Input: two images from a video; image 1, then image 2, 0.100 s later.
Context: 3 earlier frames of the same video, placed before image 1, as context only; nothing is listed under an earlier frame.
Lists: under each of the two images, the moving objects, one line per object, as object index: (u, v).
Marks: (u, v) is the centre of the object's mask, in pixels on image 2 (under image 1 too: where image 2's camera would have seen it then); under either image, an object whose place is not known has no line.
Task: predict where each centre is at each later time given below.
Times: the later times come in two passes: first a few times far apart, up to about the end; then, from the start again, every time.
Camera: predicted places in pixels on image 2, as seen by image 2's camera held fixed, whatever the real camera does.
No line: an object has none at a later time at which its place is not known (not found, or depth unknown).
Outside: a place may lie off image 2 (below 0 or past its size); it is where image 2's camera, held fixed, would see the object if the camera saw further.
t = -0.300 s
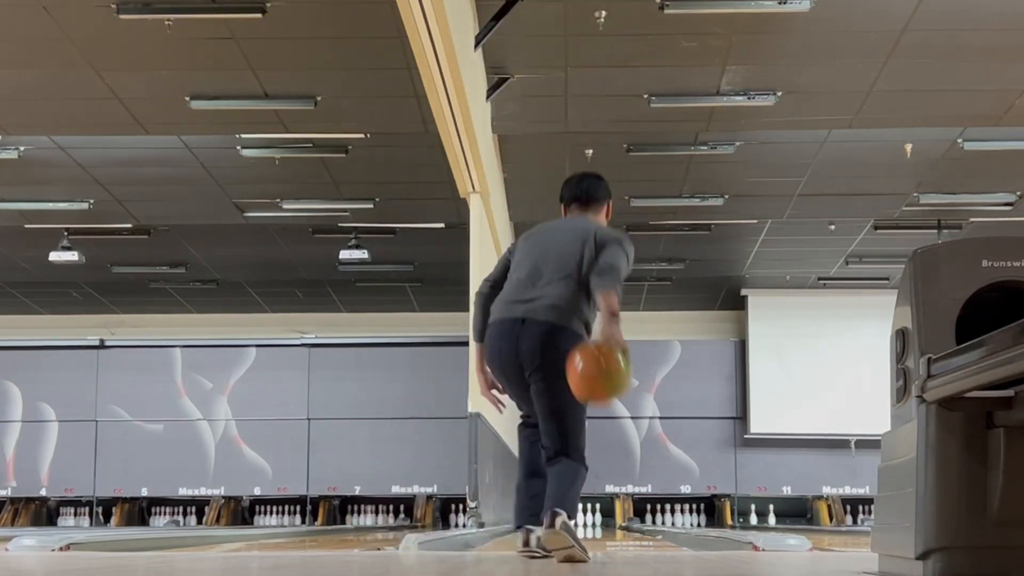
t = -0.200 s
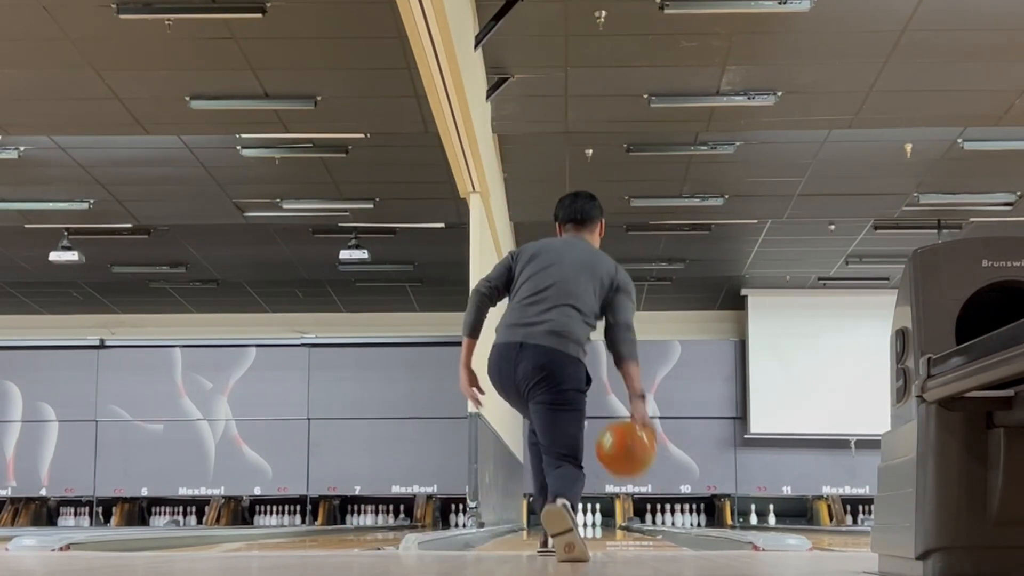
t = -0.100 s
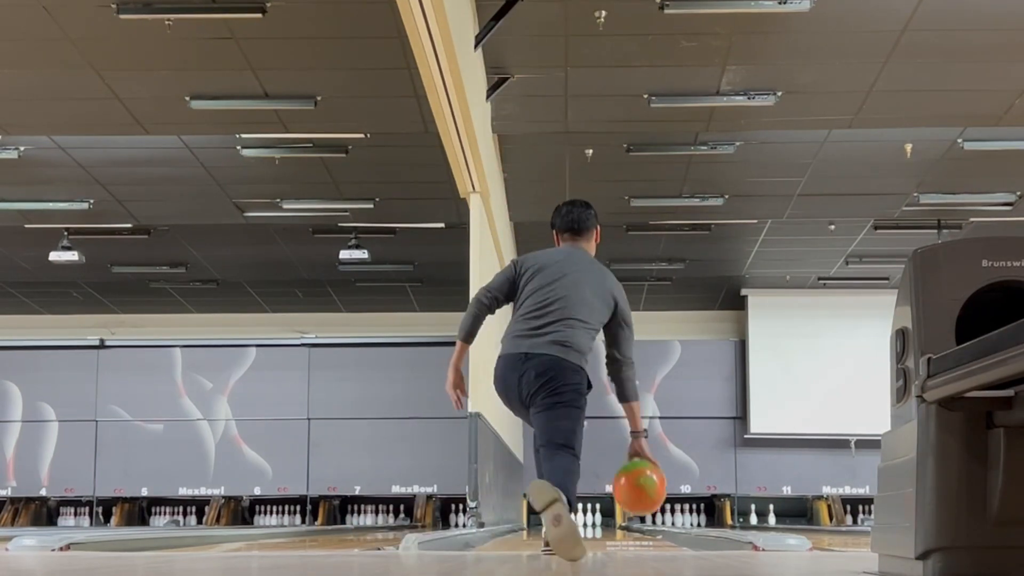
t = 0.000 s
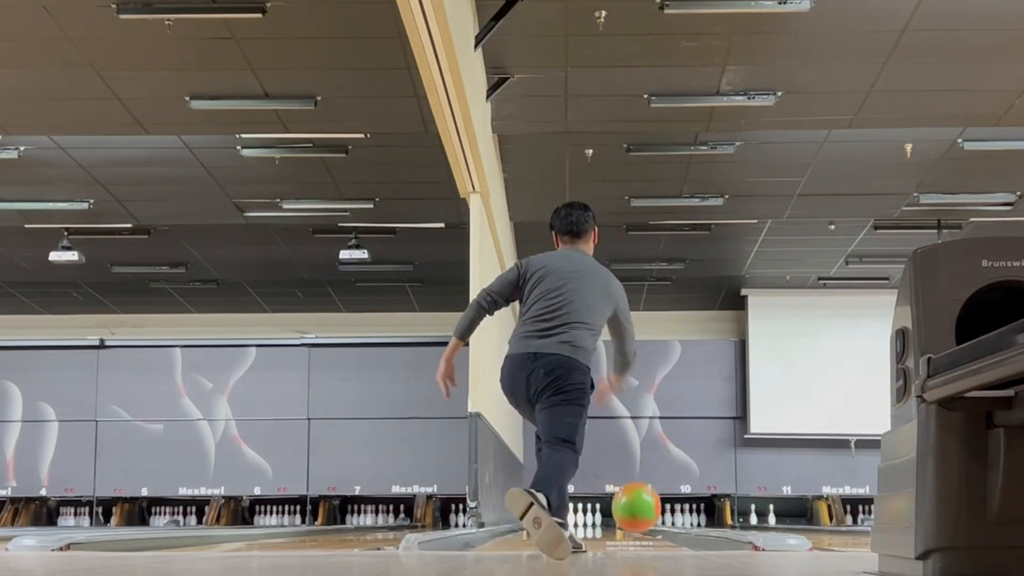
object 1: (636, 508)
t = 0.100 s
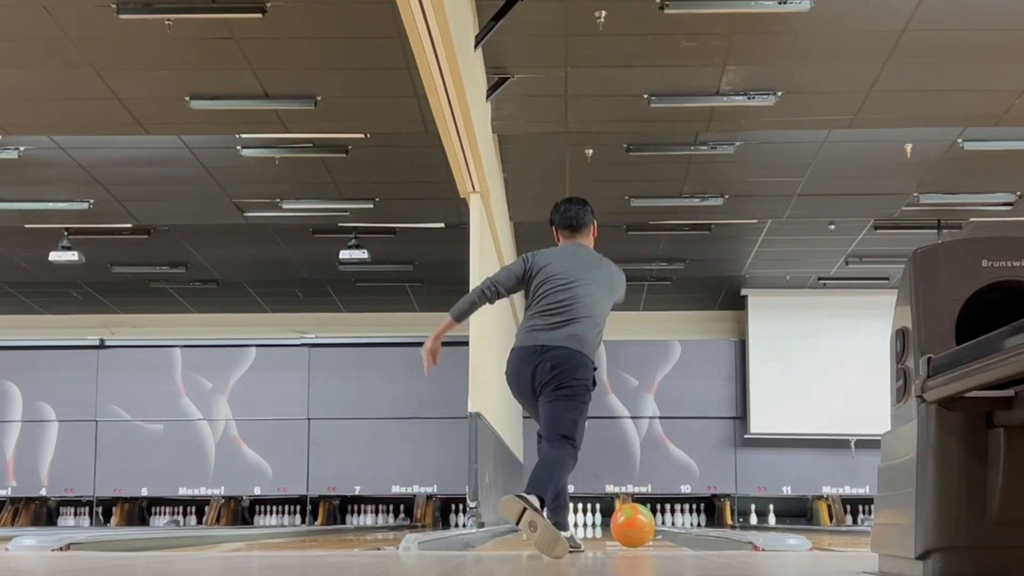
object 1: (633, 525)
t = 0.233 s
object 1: (628, 525)
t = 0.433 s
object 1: (623, 522)
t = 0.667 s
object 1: (618, 521)
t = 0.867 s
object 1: (614, 521)
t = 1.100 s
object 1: (611, 521)
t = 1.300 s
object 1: (608, 521)
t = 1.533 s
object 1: (604, 521)
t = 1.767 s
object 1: (600, 521)
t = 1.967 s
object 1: (597, 520)
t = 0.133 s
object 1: (632, 525)
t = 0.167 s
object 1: (630, 526)
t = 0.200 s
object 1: (629, 525)
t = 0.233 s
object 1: (628, 525)
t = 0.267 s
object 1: (627, 524)
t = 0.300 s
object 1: (626, 524)
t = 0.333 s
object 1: (625, 523)
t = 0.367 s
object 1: (624, 523)
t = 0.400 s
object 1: (624, 522)
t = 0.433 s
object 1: (623, 522)
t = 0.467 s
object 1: (622, 522)
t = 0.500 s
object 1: (621, 522)
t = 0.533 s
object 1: (621, 521)
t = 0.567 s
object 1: (620, 521)
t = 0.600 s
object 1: (619, 521)
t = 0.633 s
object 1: (618, 521)
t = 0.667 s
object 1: (618, 521)
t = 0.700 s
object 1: (617, 521)
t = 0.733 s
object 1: (617, 521)
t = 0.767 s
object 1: (616, 522)
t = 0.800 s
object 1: (615, 522)
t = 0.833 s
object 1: (615, 521)
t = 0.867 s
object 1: (614, 521)
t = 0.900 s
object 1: (614, 522)
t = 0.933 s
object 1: (613, 522)
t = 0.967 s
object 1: (613, 521)
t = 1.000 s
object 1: (612, 522)
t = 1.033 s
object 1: (612, 521)
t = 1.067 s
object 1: (611, 521)
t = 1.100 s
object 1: (611, 521)
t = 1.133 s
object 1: (610, 521)
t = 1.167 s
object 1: (610, 521)
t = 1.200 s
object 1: (609, 521)
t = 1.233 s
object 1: (609, 521)
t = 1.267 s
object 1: (608, 521)
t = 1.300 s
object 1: (608, 521)
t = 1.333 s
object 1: (607, 521)
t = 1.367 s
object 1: (607, 521)
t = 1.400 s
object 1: (606, 521)
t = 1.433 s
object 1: (605, 521)
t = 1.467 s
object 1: (605, 521)
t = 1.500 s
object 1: (604, 521)
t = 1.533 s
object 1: (604, 521)
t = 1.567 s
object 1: (604, 521)
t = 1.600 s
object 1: (603, 521)
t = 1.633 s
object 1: (602, 521)
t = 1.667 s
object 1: (602, 521)
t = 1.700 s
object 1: (601, 520)
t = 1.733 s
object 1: (601, 521)
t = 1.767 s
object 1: (600, 521)
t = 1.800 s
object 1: (599, 520)
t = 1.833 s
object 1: (599, 520)
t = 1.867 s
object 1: (598, 520)
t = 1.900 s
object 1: (598, 520)
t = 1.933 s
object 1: (597, 520)
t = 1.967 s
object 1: (597, 520)
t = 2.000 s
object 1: (596, 520)
